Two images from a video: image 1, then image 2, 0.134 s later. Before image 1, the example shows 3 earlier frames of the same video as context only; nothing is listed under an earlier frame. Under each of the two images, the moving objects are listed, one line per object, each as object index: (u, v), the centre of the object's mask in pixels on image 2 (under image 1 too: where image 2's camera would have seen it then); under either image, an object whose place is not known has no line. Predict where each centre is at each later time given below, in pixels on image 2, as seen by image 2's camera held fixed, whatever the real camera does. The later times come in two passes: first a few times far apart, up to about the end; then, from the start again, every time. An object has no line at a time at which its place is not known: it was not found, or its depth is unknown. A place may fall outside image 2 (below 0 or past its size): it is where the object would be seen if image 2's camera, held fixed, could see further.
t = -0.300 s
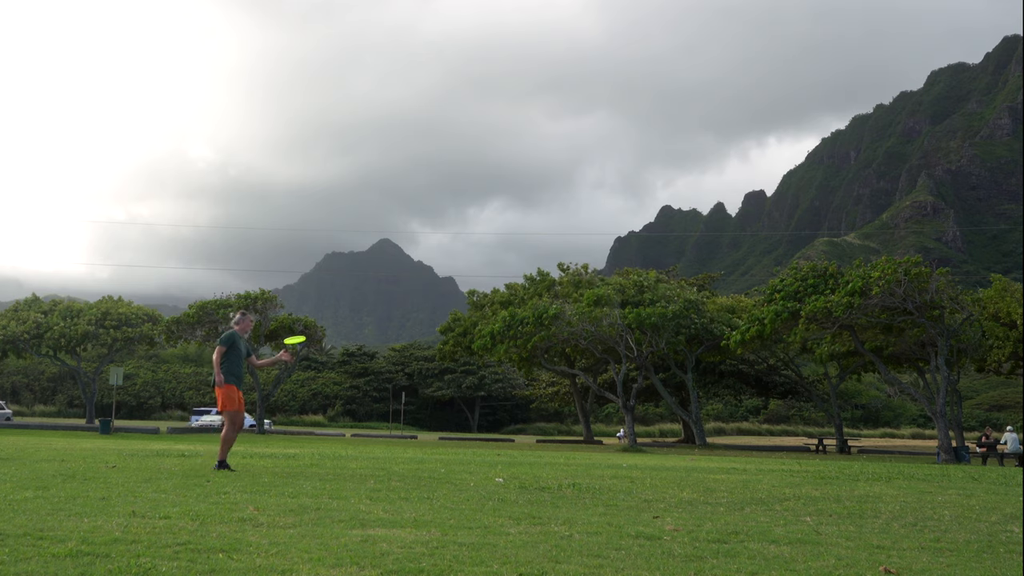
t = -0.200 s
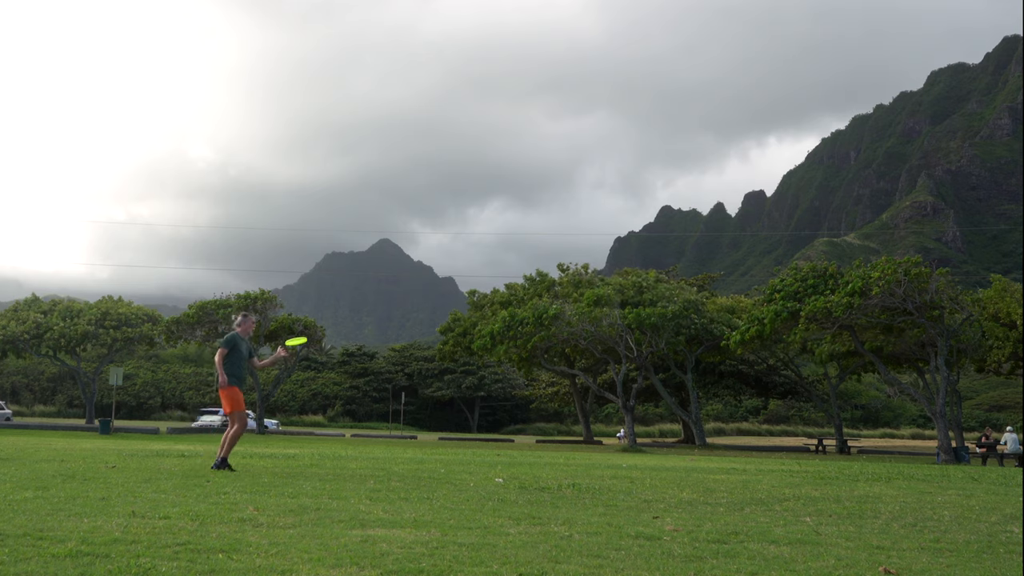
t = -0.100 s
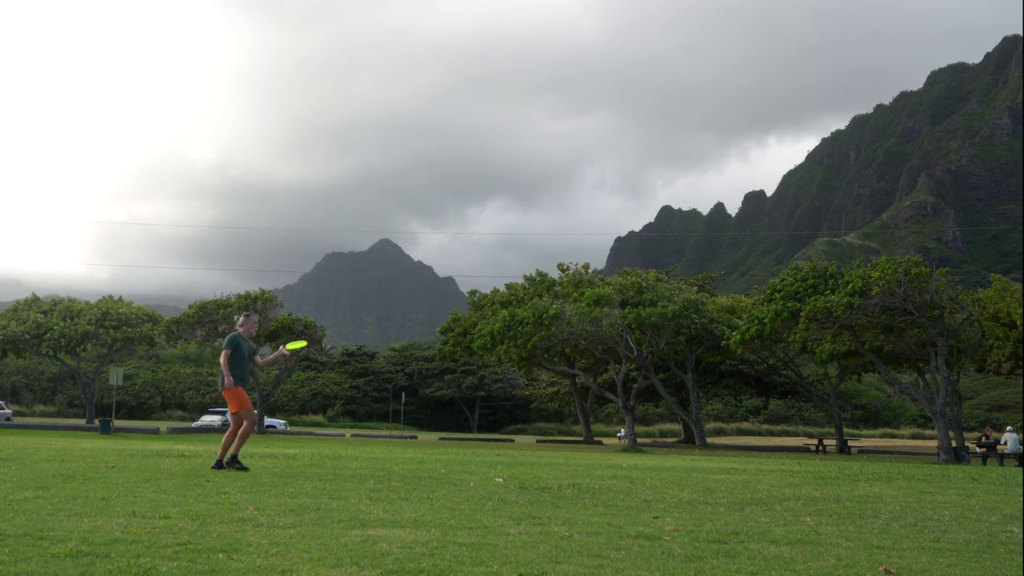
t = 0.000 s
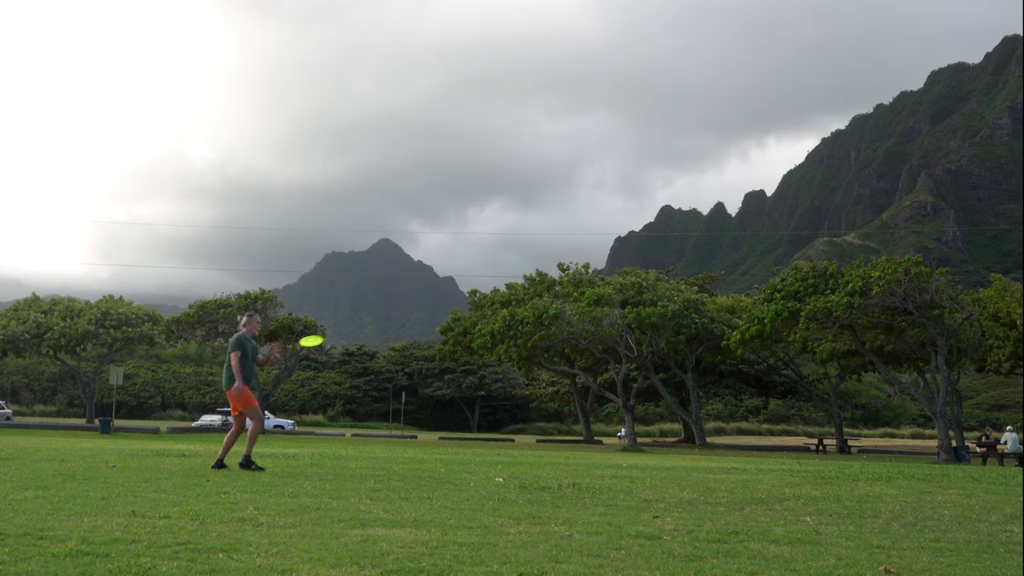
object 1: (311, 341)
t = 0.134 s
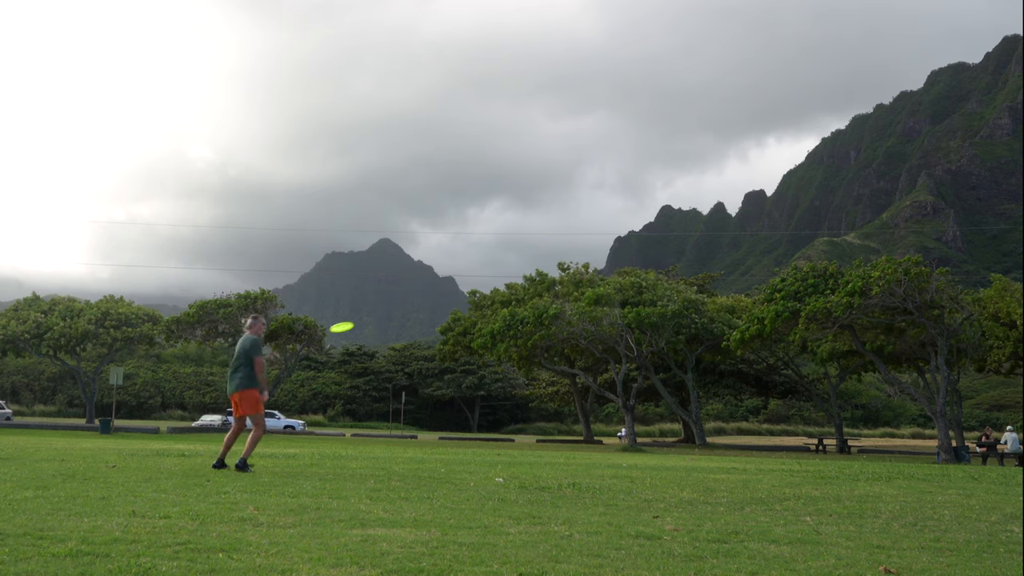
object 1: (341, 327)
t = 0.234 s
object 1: (362, 317)
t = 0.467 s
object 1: (404, 301)
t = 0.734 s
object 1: (438, 291)
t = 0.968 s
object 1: (452, 289)
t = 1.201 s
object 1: (454, 297)
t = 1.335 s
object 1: (451, 306)
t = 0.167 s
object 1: (349, 324)
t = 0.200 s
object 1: (356, 320)
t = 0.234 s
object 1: (362, 317)
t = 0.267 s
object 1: (369, 314)
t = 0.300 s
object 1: (375, 311)
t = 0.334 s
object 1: (381, 308)
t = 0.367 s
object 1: (387, 306)
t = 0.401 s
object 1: (393, 305)
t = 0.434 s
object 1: (398, 303)
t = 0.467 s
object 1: (404, 301)
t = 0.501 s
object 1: (409, 300)
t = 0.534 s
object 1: (414, 299)
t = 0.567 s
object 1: (419, 297)
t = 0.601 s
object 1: (423, 296)
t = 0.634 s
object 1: (427, 294)
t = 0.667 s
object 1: (431, 293)
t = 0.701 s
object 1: (435, 292)
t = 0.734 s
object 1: (438, 291)
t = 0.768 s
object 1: (441, 291)
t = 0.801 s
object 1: (444, 290)
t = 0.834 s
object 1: (446, 289)
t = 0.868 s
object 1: (448, 289)
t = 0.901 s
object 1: (450, 289)
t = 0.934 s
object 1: (451, 289)
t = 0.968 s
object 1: (452, 289)
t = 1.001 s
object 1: (453, 289)
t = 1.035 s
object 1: (454, 290)
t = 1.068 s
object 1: (455, 291)
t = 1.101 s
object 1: (454, 292)
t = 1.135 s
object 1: (455, 294)
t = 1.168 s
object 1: (455, 295)
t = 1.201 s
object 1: (454, 297)
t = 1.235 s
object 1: (454, 299)
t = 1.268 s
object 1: (454, 301)
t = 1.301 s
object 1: (453, 303)
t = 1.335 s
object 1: (451, 306)
